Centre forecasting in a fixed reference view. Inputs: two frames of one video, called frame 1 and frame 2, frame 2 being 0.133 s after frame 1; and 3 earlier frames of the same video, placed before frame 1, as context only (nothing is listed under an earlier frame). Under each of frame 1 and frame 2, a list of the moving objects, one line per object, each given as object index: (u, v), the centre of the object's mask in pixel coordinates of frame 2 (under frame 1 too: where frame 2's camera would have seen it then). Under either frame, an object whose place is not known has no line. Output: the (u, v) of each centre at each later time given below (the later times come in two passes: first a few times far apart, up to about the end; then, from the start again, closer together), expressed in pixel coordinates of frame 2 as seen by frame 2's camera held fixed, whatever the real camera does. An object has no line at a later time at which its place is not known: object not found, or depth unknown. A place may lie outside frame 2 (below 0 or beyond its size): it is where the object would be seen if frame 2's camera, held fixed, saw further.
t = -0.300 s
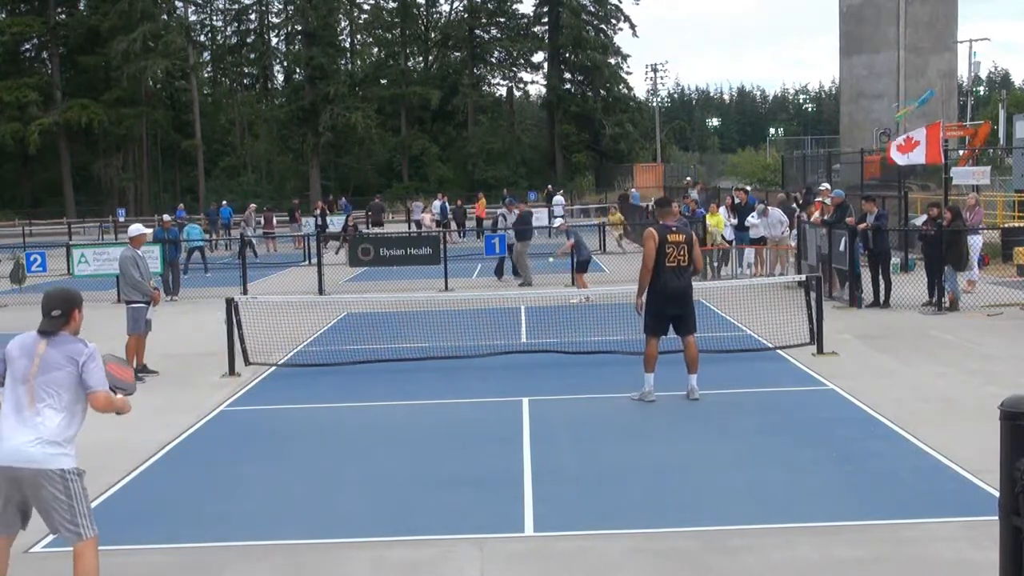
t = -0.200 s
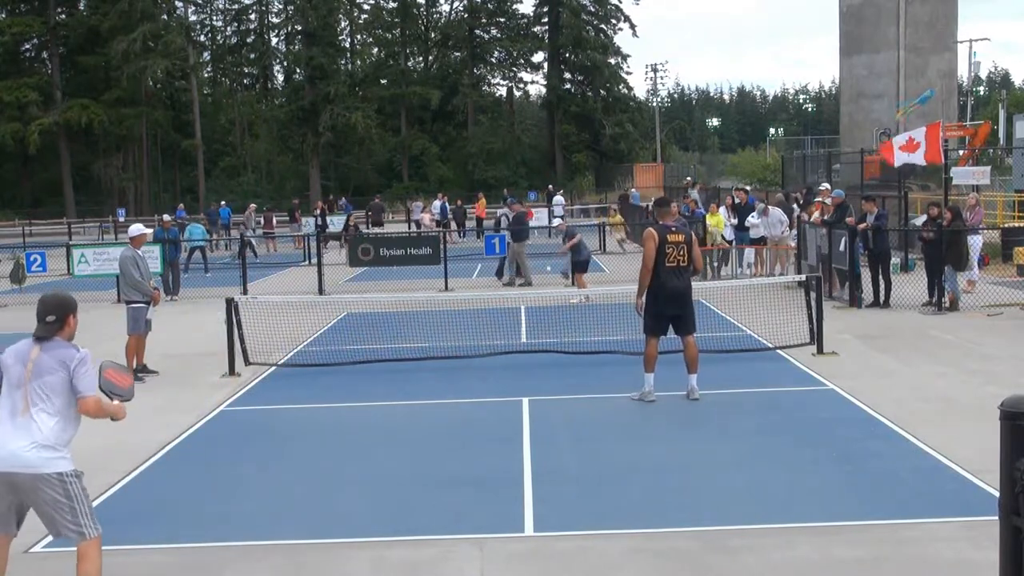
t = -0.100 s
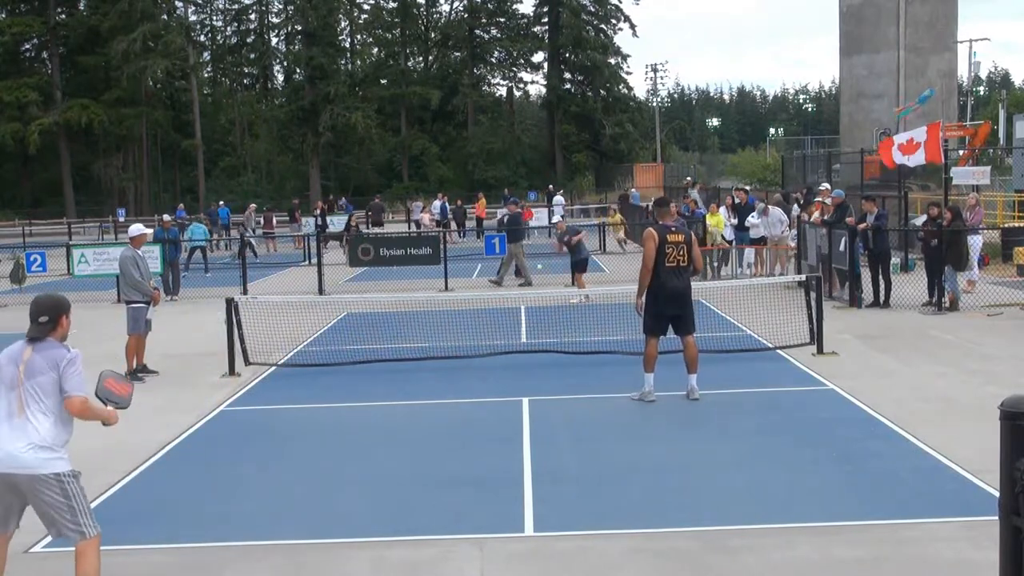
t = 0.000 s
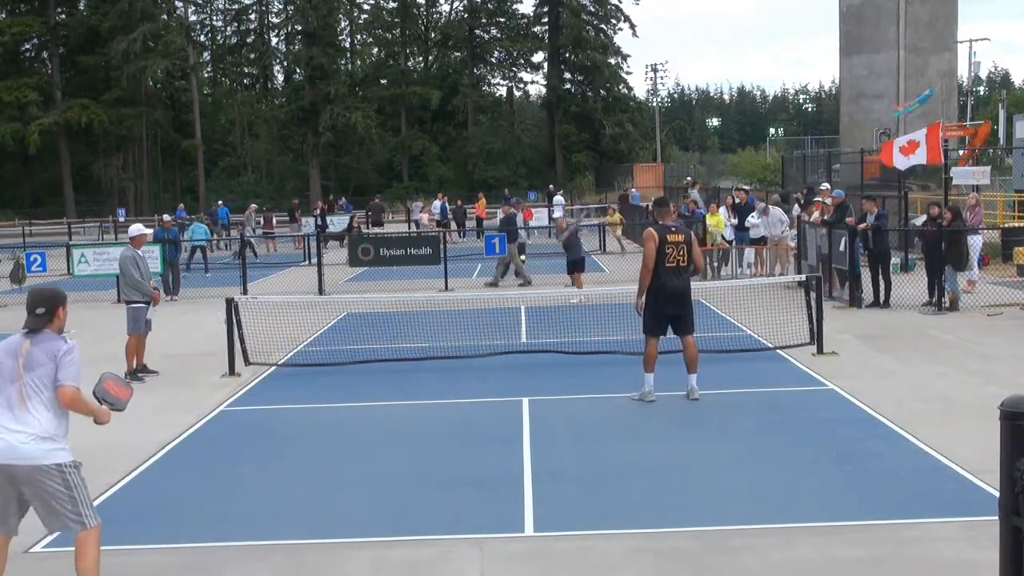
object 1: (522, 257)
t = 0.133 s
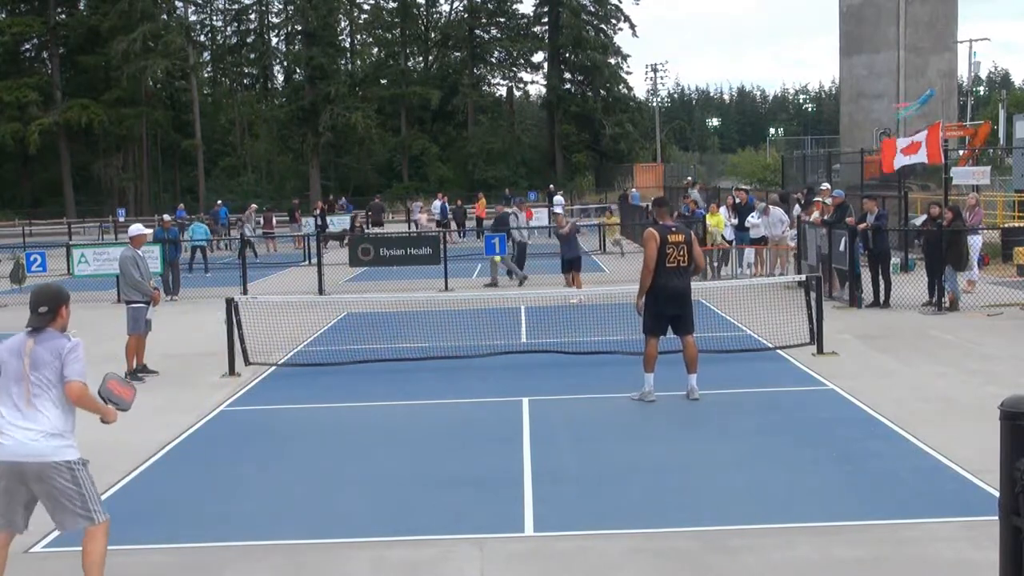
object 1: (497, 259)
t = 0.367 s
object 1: (442, 310)
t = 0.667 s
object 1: (352, 426)
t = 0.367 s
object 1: (442, 310)
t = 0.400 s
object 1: (433, 324)
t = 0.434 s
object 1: (422, 340)
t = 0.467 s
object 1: (413, 358)
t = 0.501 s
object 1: (403, 378)
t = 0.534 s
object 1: (392, 402)
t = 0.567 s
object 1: (380, 427)
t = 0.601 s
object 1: (370, 435)
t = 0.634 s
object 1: (361, 429)
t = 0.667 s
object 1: (352, 426)
